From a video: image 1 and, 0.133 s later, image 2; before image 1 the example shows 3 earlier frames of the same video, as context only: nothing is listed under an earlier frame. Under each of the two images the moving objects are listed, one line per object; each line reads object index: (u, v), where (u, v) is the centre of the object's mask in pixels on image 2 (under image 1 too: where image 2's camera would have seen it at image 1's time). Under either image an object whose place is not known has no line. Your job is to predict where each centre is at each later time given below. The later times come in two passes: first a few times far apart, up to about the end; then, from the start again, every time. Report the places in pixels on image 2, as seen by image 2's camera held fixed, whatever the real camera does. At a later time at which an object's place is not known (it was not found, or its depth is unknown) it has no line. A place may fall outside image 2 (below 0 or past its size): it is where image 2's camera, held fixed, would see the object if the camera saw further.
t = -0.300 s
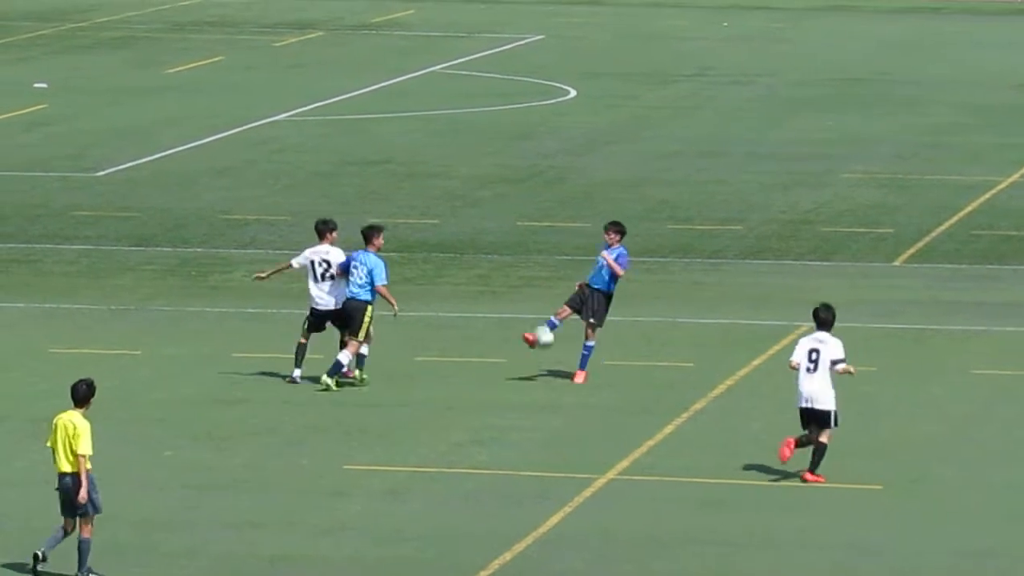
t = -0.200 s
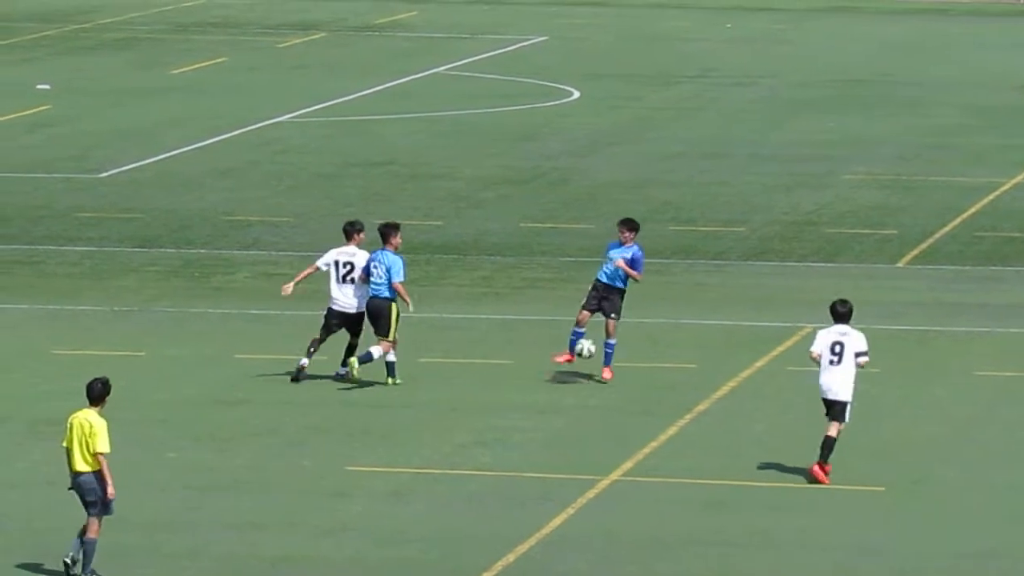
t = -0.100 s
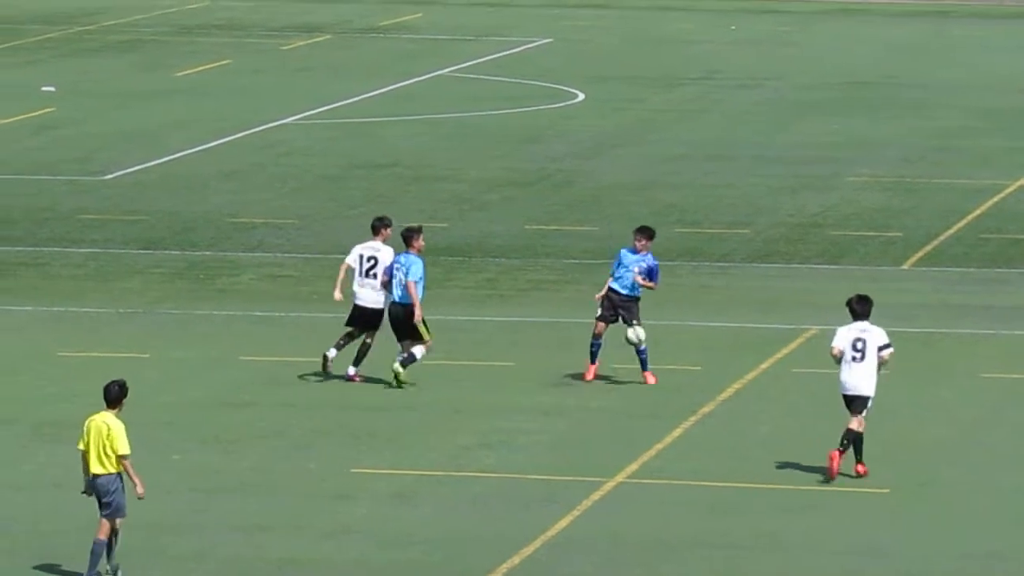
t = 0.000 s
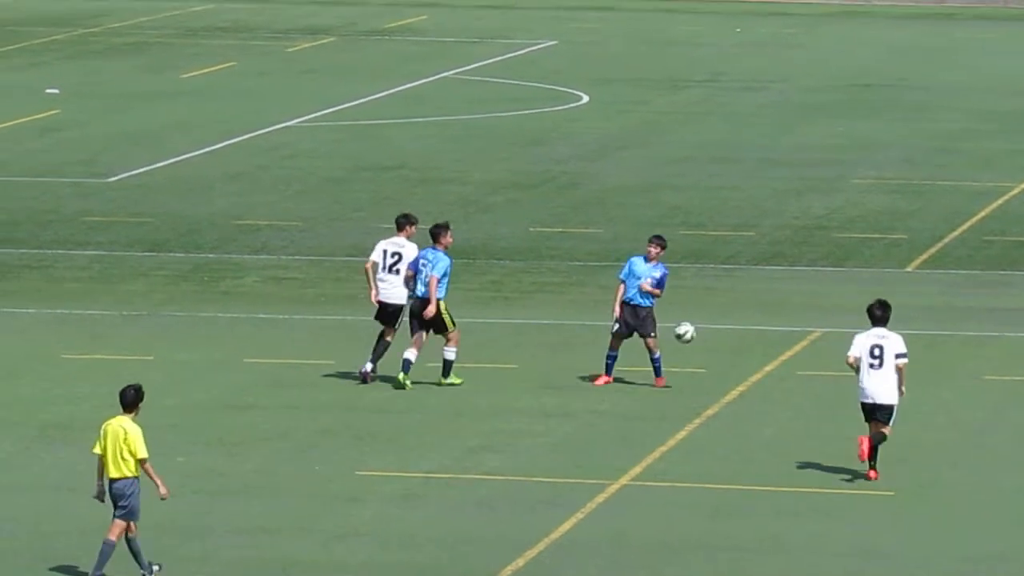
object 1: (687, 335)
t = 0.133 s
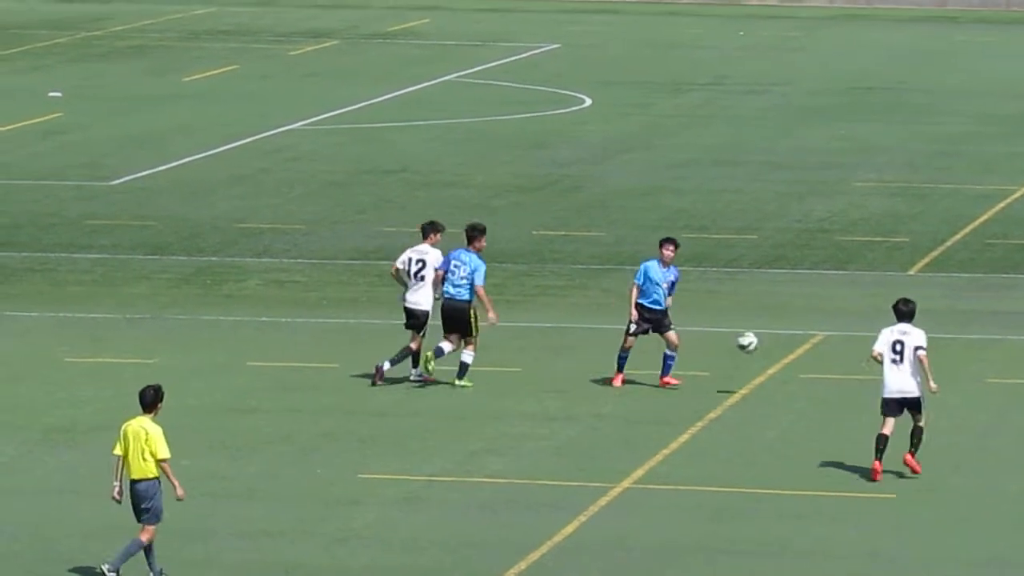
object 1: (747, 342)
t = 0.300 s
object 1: (822, 373)
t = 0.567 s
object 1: (873, 362)
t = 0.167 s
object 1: (763, 346)
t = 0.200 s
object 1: (777, 351)
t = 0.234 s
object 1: (792, 358)
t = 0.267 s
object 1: (807, 365)
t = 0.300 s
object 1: (822, 373)
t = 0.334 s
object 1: (836, 382)
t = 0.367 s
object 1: (848, 388)
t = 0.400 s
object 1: (852, 381)
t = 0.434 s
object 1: (857, 375)
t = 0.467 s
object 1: (861, 370)
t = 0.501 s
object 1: (866, 366)
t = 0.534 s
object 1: (869, 363)
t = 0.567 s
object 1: (873, 362)
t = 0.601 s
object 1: (878, 361)
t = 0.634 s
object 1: (882, 361)
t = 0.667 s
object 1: (886, 362)
